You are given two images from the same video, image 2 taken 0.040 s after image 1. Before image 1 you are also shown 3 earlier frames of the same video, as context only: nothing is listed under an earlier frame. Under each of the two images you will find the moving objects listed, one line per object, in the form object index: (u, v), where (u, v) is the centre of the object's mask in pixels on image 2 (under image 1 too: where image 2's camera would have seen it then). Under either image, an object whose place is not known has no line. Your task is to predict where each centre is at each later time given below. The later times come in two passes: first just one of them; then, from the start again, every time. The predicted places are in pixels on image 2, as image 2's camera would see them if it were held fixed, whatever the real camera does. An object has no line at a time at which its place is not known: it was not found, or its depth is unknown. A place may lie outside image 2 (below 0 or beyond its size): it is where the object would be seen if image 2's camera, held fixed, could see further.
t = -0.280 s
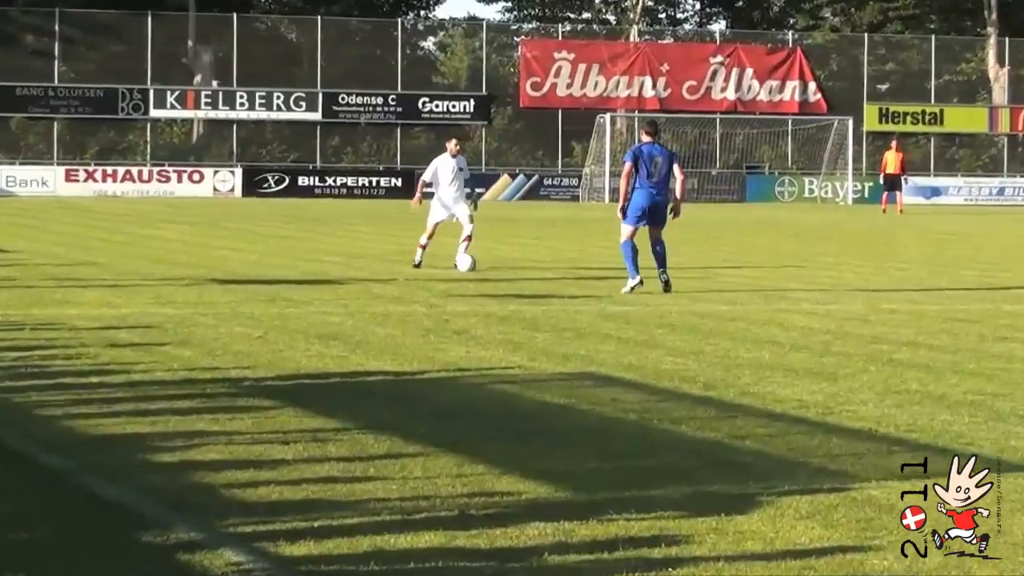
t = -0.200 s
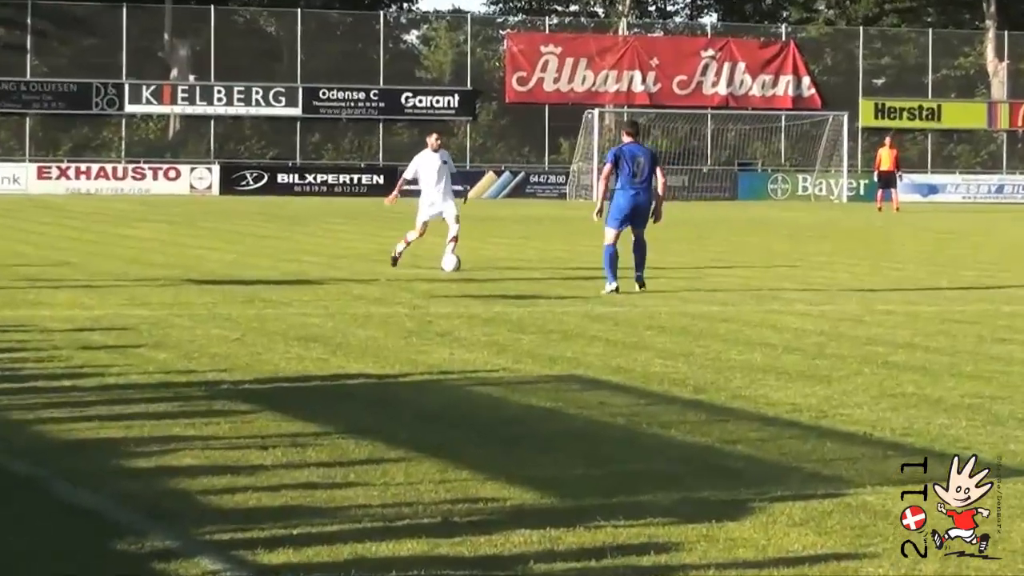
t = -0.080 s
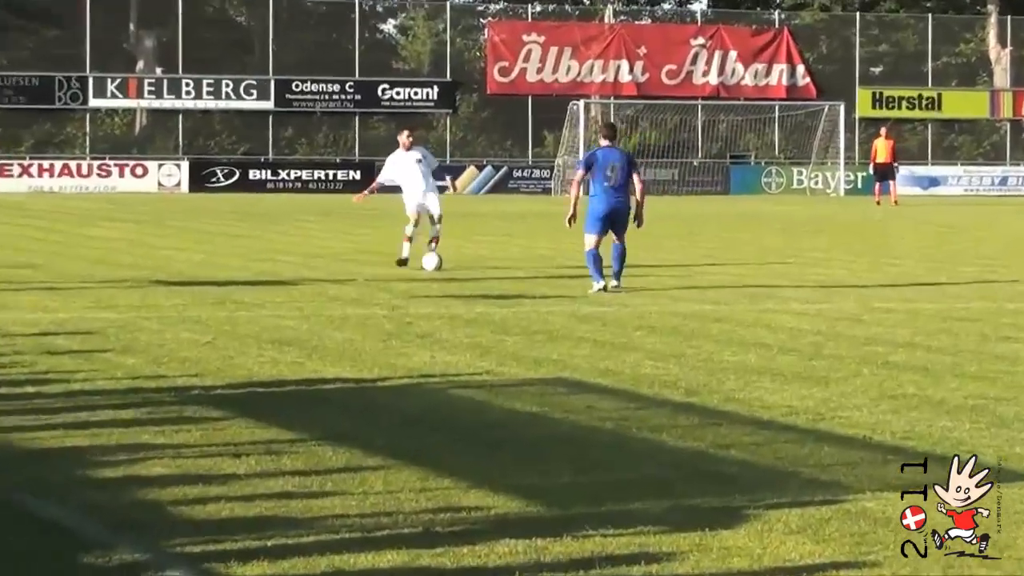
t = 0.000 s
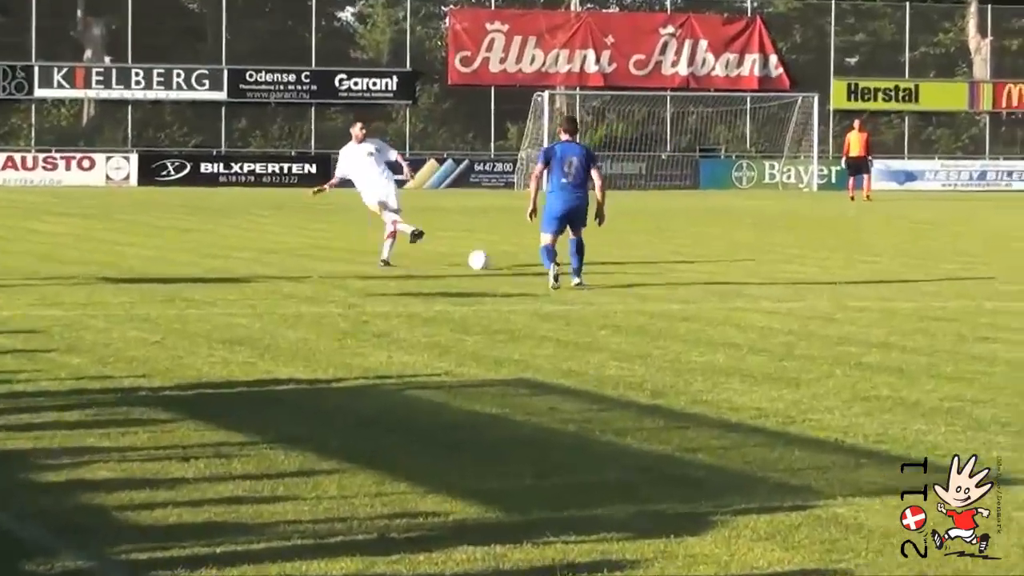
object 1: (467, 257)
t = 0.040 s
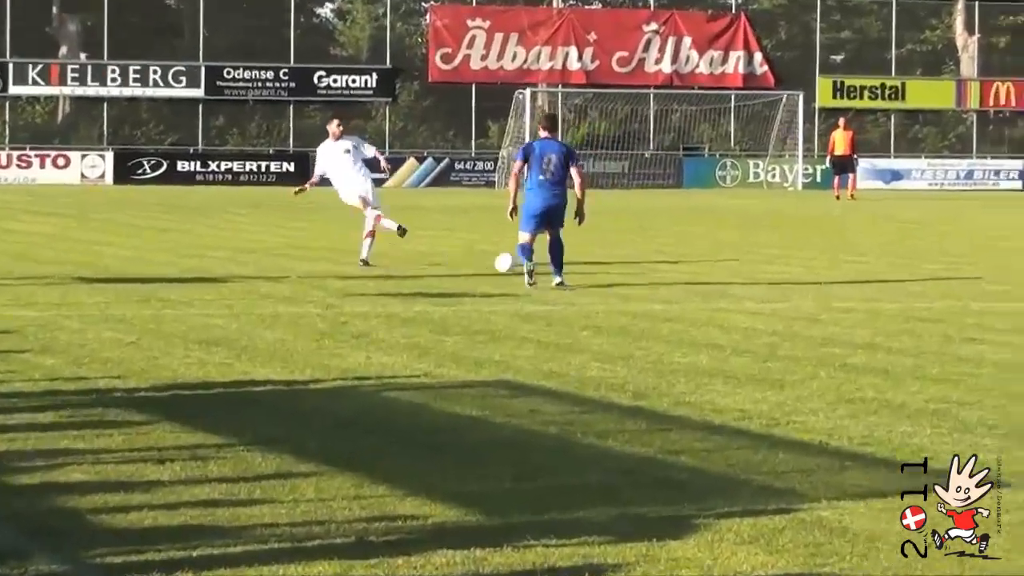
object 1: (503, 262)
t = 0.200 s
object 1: (670, 268)
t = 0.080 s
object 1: (545, 260)
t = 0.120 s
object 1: (592, 261)
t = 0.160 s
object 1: (629, 265)
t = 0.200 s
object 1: (670, 268)
